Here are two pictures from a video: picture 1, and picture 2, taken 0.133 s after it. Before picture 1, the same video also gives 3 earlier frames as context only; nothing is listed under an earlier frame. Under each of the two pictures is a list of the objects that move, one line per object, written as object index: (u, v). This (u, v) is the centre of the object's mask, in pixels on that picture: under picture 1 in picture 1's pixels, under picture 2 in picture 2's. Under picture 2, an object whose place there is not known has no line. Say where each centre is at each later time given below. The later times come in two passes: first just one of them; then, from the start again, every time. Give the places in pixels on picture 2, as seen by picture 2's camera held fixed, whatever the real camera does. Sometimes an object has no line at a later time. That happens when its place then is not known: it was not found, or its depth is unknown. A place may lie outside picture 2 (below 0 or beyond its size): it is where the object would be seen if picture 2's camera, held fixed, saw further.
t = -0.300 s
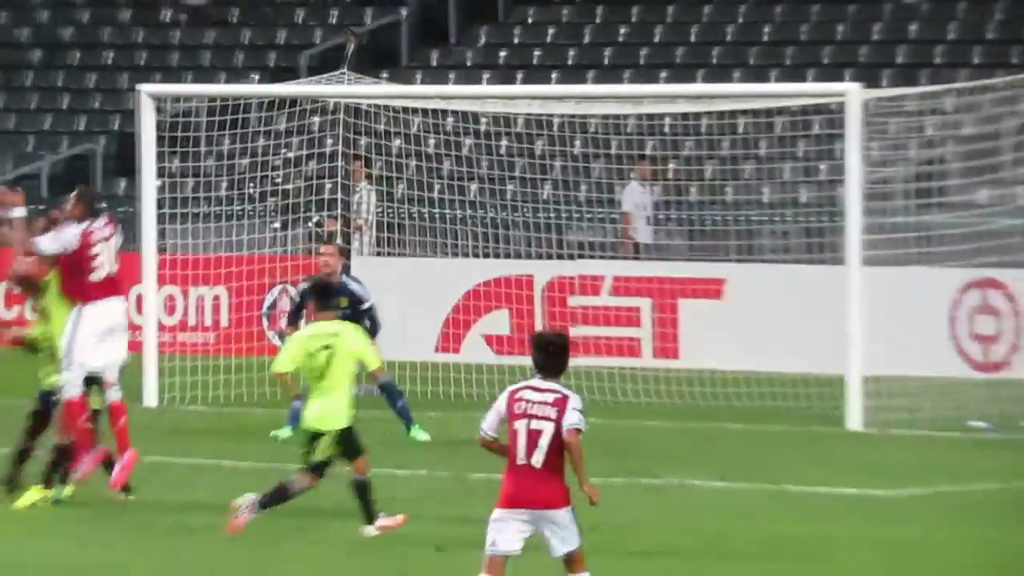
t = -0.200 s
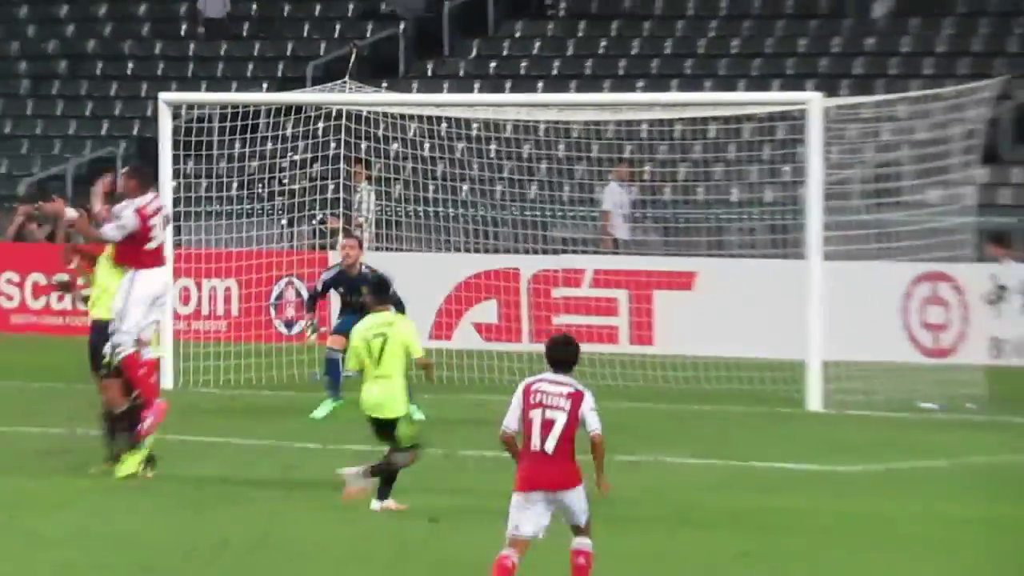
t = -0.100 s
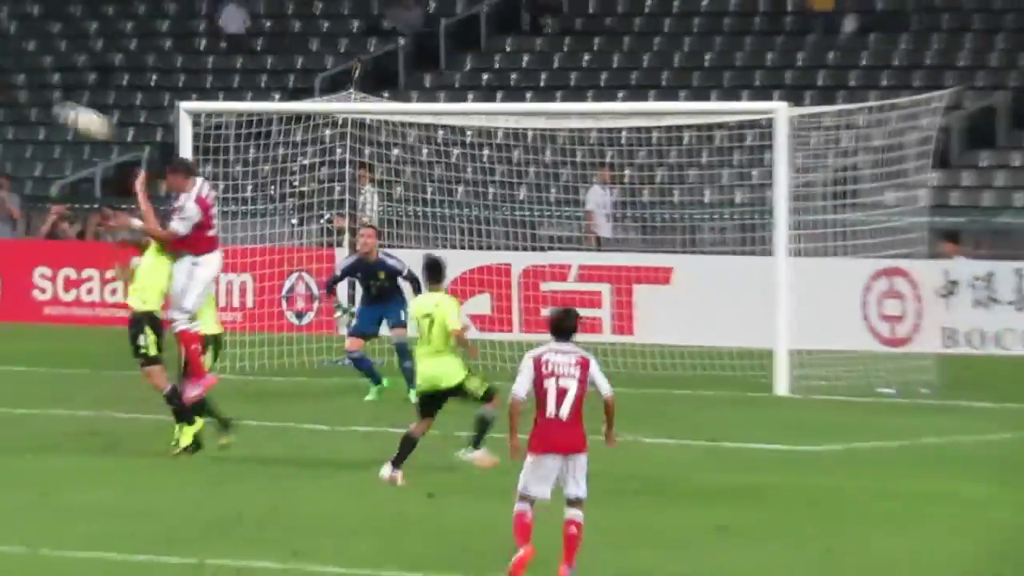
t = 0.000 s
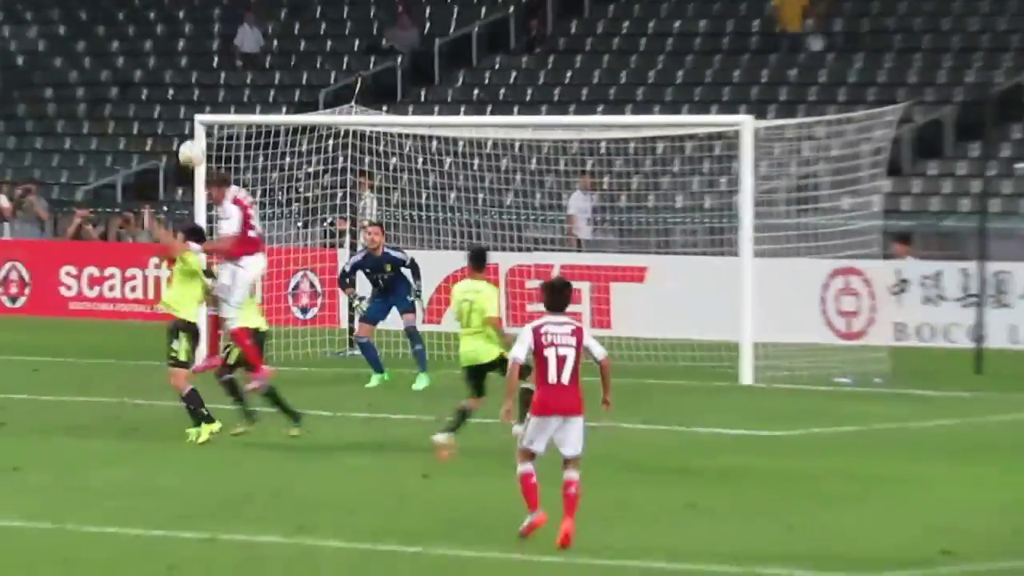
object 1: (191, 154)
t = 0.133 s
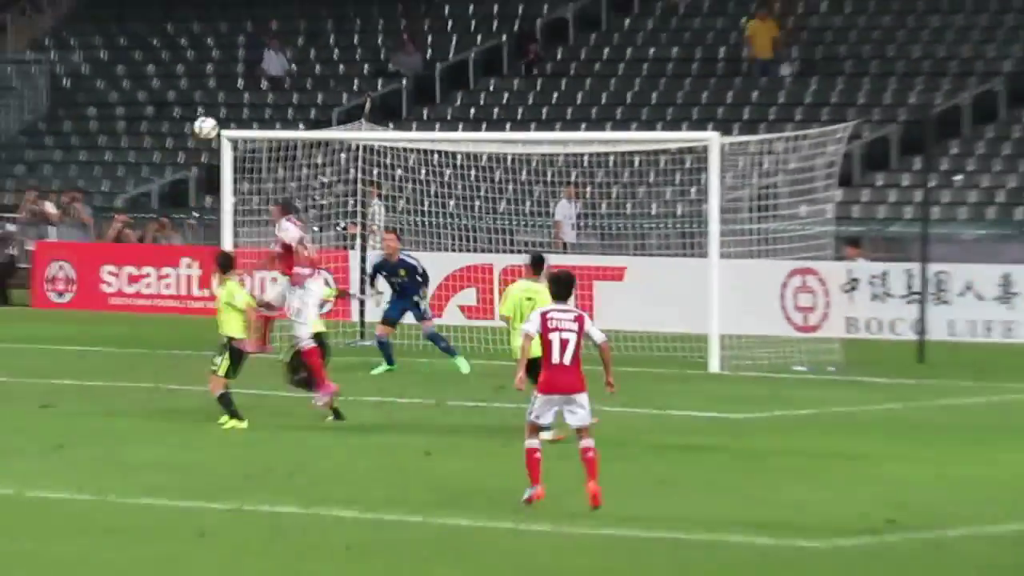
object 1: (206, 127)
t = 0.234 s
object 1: (197, 113)
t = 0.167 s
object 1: (203, 122)
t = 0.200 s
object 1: (200, 116)
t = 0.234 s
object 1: (197, 113)
